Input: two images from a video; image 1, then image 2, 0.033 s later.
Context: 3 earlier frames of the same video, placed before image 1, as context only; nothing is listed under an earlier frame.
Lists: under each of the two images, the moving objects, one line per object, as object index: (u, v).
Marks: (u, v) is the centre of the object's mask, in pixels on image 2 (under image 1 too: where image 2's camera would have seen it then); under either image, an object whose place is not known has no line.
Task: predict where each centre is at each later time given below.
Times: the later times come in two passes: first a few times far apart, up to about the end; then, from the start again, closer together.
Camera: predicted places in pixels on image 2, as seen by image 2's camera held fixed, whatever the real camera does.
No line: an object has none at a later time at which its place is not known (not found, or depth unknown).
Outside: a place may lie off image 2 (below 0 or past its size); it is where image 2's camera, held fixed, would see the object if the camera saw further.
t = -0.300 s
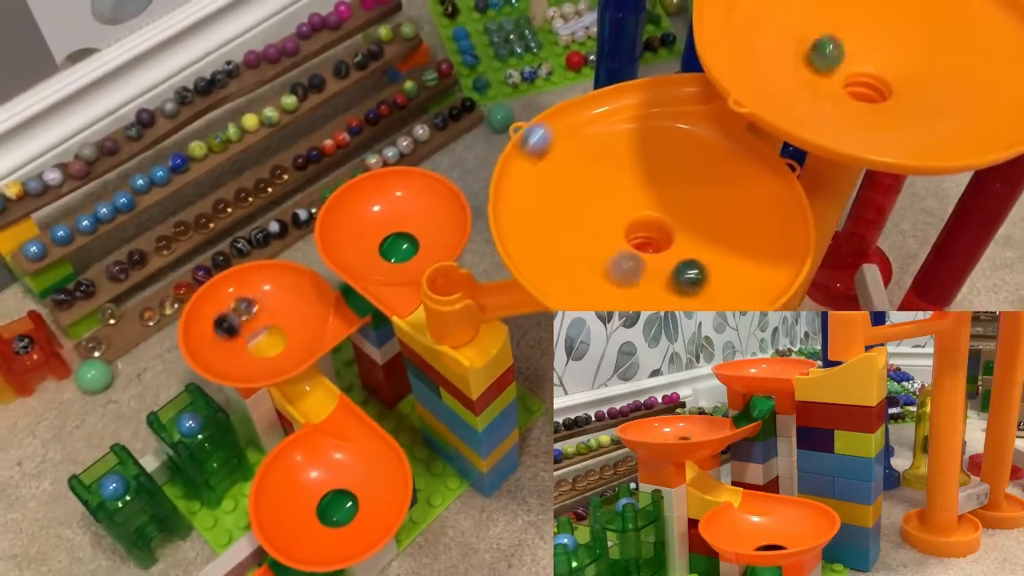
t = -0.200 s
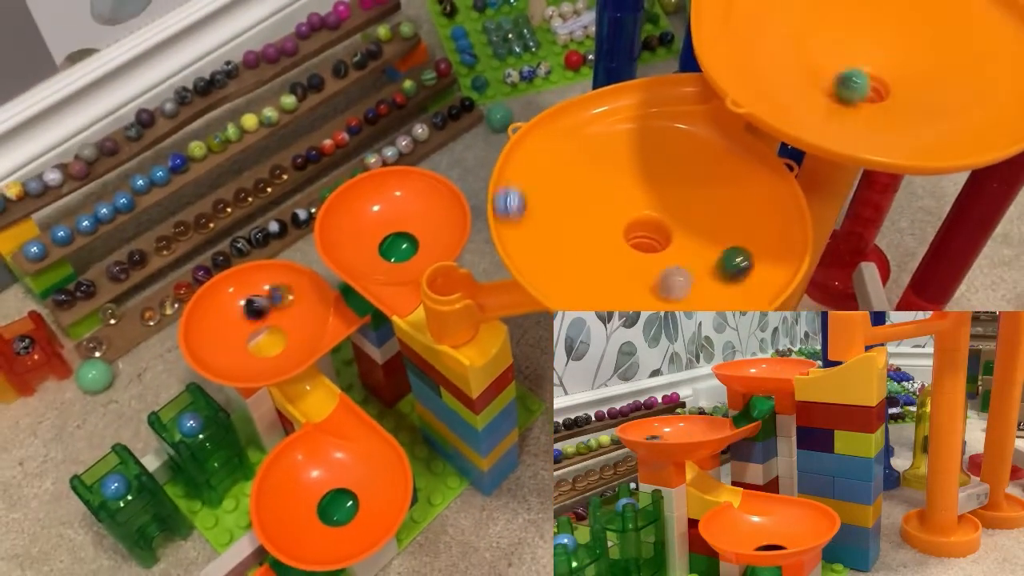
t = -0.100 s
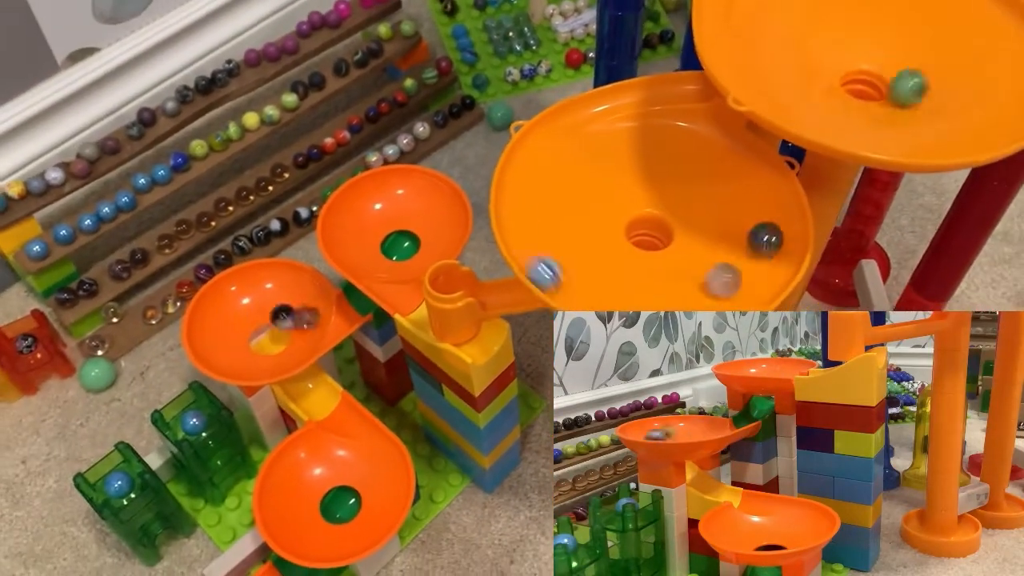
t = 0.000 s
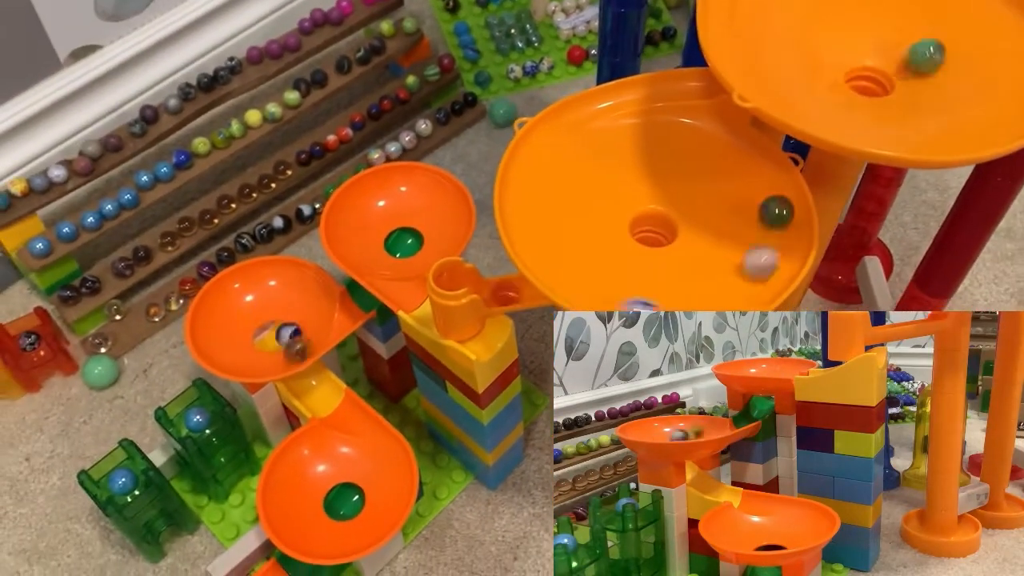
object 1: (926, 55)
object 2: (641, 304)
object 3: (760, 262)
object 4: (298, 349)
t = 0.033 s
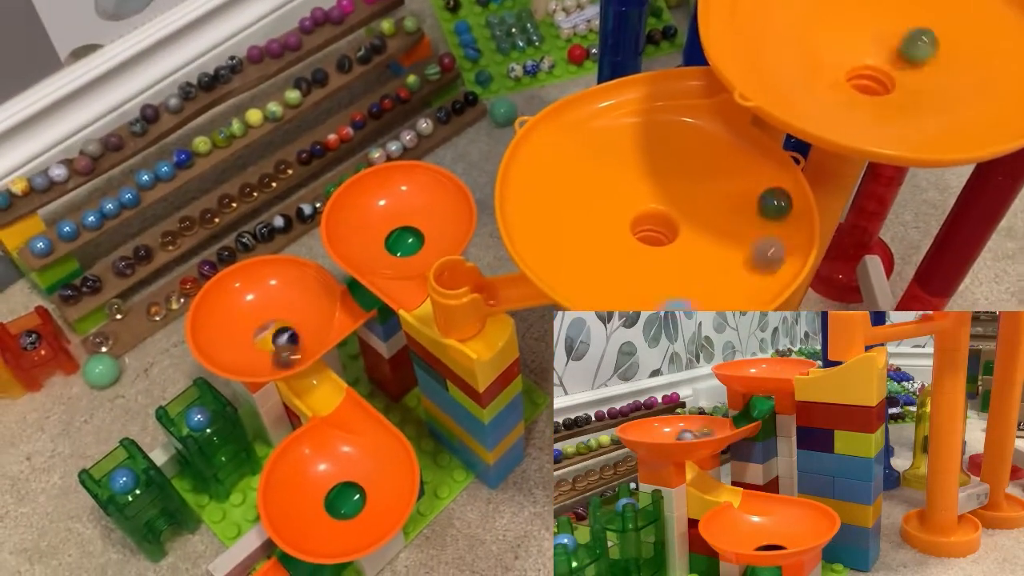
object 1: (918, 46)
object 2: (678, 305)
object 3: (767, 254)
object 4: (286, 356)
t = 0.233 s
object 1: (836, 52)
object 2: (793, 214)
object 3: (757, 207)
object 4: (232, 319)
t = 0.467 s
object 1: (915, 77)
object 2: (671, 116)
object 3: (638, 169)
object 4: (307, 311)
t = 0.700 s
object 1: (850, 41)
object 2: (544, 168)
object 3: (565, 196)
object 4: (246, 353)
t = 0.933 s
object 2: (569, 284)
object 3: (624, 254)
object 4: (274, 293)
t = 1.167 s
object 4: (291, 351)
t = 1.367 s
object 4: (234, 326)
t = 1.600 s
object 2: (704, 173)
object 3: (705, 146)
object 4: (302, 307)
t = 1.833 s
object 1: (861, 80)
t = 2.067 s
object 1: (893, 51)
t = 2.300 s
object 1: (858, 75)
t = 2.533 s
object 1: (895, 54)
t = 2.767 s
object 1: (865, 79)
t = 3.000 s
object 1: (874, 53)
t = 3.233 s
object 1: (888, 81)
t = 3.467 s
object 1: (858, 56)
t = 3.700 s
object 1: (899, 74)
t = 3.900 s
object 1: (854, 61)
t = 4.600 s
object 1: (868, 63)
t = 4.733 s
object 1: (865, 75)
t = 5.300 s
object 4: (279, 302)
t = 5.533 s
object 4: (285, 341)
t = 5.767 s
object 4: (247, 330)
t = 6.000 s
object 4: (290, 308)
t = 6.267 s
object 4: (268, 349)
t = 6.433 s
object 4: (250, 330)
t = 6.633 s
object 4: (281, 306)
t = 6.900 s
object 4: (277, 345)
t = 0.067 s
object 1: (904, 38)
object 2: (712, 304)
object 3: (771, 248)
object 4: (268, 361)
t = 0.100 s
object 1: (887, 34)
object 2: (743, 298)
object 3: (774, 240)
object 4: (254, 360)
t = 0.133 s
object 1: (868, 33)
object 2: (767, 283)
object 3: (774, 231)
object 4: (244, 355)
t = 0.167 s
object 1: (853, 36)
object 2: (785, 260)
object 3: (771, 224)
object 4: (235, 346)
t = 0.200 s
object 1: (841, 43)
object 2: (794, 238)
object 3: (766, 216)
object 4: (231, 333)
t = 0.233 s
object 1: (836, 52)
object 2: (793, 214)
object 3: (757, 207)
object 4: (232, 319)
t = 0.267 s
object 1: (837, 62)
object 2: (786, 193)
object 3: (744, 199)
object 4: (239, 308)
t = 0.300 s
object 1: (845, 72)
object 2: (774, 172)
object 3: (729, 190)
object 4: (250, 298)
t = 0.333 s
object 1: (858, 81)
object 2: (759, 155)
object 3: (713, 183)
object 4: (264, 292)
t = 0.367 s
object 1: (874, 85)
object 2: (739, 140)
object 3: (695, 177)
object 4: (277, 291)
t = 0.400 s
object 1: (890, 87)
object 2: (717, 129)
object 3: (677, 173)
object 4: (291, 293)
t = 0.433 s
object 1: (905, 84)
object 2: (695, 121)
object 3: (659, 169)
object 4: (301, 301)
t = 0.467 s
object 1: (915, 77)
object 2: (671, 116)
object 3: (638, 169)
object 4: (307, 311)
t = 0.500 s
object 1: (919, 67)
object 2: (647, 114)
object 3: (621, 168)
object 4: (309, 323)
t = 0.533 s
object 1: (915, 56)
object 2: (625, 117)
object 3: (605, 170)
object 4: (306, 335)
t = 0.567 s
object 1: (907, 44)
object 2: (605, 123)
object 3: (592, 173)
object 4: (298, 346)
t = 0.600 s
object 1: (893, 38)
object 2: (586, 131)
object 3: (582, 177)
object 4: (286, 354)
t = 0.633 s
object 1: (878, 36)
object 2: (569, 141)
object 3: (574, 182)
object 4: (272, 358)
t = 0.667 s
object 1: (862, 38)
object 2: (555, 154)
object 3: (567, 189)
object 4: (259, 358)
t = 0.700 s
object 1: (850, 41)
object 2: (544, 168)
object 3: (565, 196)
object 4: (246, 353)
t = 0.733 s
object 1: (842, 46)
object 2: (536, 184)
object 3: (564, 204)
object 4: (237, 343)
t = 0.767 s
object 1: (839, 53)
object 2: (532, 201)
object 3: (566, 213)
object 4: (234, 334)
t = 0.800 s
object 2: (531, 219)
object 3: (572, 223)
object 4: (234, 322)
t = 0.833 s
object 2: (533, 236)
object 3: (580, 231)
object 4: (239, 310)
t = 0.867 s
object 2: (540, 254)
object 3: (592, 239)
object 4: (248, 302)
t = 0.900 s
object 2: (551, 270)
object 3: (606, 247)
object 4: (262, 294)
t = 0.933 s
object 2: (569, 284)
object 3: (624, 254)
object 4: (274, 293)
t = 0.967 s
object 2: (590, 295)
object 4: (288, 296)
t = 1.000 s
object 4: (298, 302)
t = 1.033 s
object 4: (306, 311)
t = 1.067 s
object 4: (309, 322)
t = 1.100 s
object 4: (307, 333)
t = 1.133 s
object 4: (301, 341)
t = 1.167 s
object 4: (291, 351)
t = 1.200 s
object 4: (277, 355)
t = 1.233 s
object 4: (263, 357)
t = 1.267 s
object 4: (252, 354)
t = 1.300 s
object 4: (242, 347)
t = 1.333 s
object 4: (235, 338)
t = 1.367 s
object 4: (234, 326)
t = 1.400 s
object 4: (237, 315)
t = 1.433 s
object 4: (246, 306)
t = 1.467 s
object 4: (255, 299)
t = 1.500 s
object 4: (269, 295)
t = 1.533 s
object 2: (737, 177)
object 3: (736, 150)
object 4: (281, 296)
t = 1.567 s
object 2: (720, 175)
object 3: (719, 149)
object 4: (292, 300)
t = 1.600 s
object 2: (704, 173)
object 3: (705, 146)
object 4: (302, 307)
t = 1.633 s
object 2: (685, 169)
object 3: (686, 143)
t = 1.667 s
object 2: (665, 171)
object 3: (670, 143)
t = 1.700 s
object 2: (646, 172)
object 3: (652, 145)
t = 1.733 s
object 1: (845, 58)
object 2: (628, 176)
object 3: (635, 149)
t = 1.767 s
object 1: (845, 63)
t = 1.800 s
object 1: (850, 71)
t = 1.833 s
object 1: (861, 80)
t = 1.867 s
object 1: (876, 84)
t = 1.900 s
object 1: (889, 86)
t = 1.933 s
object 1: (902, 82)
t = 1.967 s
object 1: (909, 76)
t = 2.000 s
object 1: (910, 68)
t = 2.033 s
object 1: (905, 57)
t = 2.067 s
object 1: (893, 51)
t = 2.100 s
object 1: (878, 47)
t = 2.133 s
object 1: (864, 46)
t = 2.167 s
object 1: (852, 47)
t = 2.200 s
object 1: (845, 50)
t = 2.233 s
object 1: (842, 56)
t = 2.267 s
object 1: (847, 66)
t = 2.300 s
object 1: (858, 75)
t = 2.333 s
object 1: (874, 81)
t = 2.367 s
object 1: (890, 82)
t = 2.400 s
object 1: (904, 78)
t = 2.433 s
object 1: (912, 71)
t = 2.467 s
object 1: (912, 64)
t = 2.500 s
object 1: (907, 57)
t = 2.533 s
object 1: (895, 54)
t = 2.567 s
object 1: (880, 52)
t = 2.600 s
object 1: (864, 52)
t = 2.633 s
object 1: (853, 54)
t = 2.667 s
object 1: (846, 58)
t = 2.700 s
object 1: (847, 65)
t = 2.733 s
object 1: (854, 74)
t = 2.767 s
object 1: (865, 79)
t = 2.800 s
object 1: (879, 82)
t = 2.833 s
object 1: (893, 81)
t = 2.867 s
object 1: (901, 75)
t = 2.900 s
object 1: (904, 66)
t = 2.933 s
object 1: (899, 60)
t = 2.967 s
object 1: (889, 55)
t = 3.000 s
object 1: (874, 53)
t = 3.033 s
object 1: (862, 52)
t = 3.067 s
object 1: (853, 54)
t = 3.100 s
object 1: (849, 57)
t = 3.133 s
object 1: (850, 64)
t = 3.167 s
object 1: (859, 73)
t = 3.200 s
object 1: (873, 79)
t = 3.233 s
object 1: (888, 81)
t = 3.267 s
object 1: (899, 79)
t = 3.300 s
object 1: (906, 73)
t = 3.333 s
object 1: (907, 65)
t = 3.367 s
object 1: (900, 60)
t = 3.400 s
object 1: (887, 56)
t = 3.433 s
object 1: (871, 55)
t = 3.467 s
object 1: (858, 56)
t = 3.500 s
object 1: (850, 60)
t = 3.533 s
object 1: (848, 64)
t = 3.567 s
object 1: (853, 70)
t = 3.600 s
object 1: (863, 77)
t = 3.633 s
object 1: (877, 81)
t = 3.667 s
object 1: (890, 79)
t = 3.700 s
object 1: (899, 74)
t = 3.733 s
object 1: (901, 66)
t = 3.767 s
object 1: (896, 62)
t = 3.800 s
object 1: (886, 58)
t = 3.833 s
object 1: (872, 58)
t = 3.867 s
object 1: (860, 59)
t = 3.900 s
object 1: (854, 61)
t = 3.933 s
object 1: (853, 65)
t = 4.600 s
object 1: (868, 63)
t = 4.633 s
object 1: (858, 64)
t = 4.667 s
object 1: (852, 66)
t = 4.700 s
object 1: (856, 71)
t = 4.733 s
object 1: (865, 75)
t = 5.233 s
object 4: (264, 308)
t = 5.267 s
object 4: (272, 304)
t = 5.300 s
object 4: (279, 302)
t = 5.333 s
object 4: (287, 304)
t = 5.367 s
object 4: (293, 308)
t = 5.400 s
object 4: (296, 314)
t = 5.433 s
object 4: (297, 322)
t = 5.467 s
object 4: (295, 329)
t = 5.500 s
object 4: (291, 336)
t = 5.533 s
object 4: (285, 341)
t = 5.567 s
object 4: (278, 346)
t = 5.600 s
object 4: (269, 348)
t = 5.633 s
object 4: (261, 349)
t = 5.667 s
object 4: (255, 347)
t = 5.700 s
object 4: (250, 343)
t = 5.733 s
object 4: (247, 337)
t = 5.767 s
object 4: (247, 330)
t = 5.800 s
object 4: (249, 324)
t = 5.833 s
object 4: (253, 317)
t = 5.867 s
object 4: (261, 313)
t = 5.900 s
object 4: (268, 307)
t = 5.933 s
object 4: (275, 305)
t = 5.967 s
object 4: (283, 305)
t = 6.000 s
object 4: (290, 308)
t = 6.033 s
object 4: (295, 311)
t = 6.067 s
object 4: (297, 317)
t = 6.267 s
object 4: (268, 349)
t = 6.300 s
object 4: (261, 349)
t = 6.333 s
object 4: (256, 347)
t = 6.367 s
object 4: (252, 343)
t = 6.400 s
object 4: (250, 337)
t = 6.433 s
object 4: (250, 330)
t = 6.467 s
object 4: (252, 324)
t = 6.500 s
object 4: (256, 318)
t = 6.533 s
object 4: (261, 313)
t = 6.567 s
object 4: (267, 309)
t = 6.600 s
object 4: (274, 306)
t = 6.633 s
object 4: (281, 306)
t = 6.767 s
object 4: (295, 325)
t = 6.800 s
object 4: (292, 332)
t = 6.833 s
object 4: (288, 337)
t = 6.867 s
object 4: (284, 342)
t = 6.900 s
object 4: (277, 345)
